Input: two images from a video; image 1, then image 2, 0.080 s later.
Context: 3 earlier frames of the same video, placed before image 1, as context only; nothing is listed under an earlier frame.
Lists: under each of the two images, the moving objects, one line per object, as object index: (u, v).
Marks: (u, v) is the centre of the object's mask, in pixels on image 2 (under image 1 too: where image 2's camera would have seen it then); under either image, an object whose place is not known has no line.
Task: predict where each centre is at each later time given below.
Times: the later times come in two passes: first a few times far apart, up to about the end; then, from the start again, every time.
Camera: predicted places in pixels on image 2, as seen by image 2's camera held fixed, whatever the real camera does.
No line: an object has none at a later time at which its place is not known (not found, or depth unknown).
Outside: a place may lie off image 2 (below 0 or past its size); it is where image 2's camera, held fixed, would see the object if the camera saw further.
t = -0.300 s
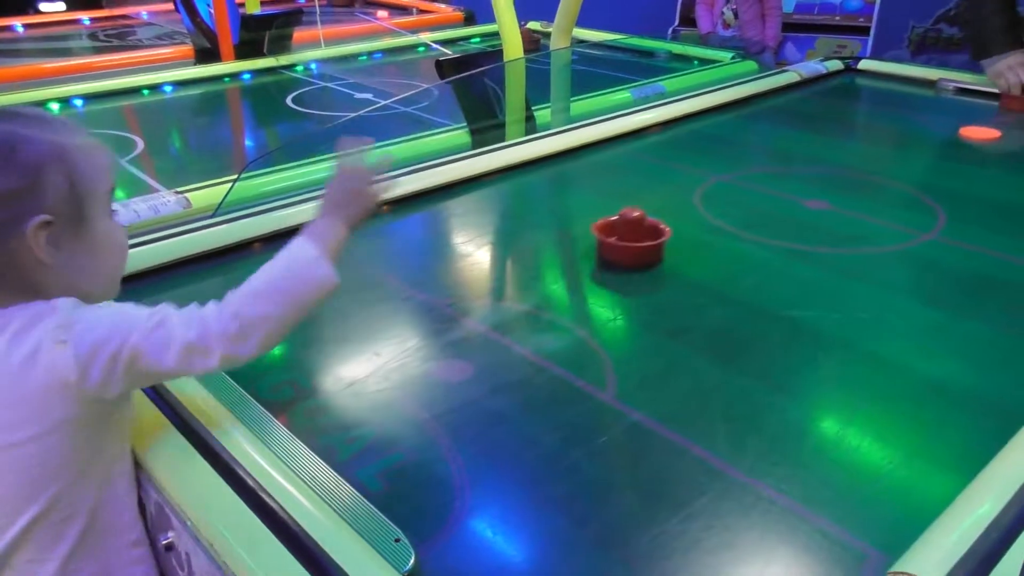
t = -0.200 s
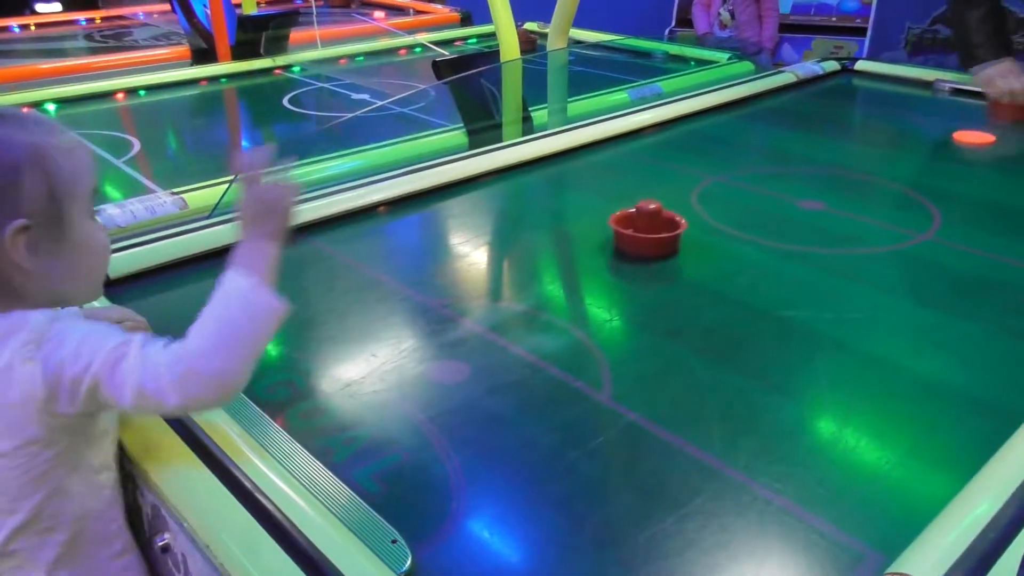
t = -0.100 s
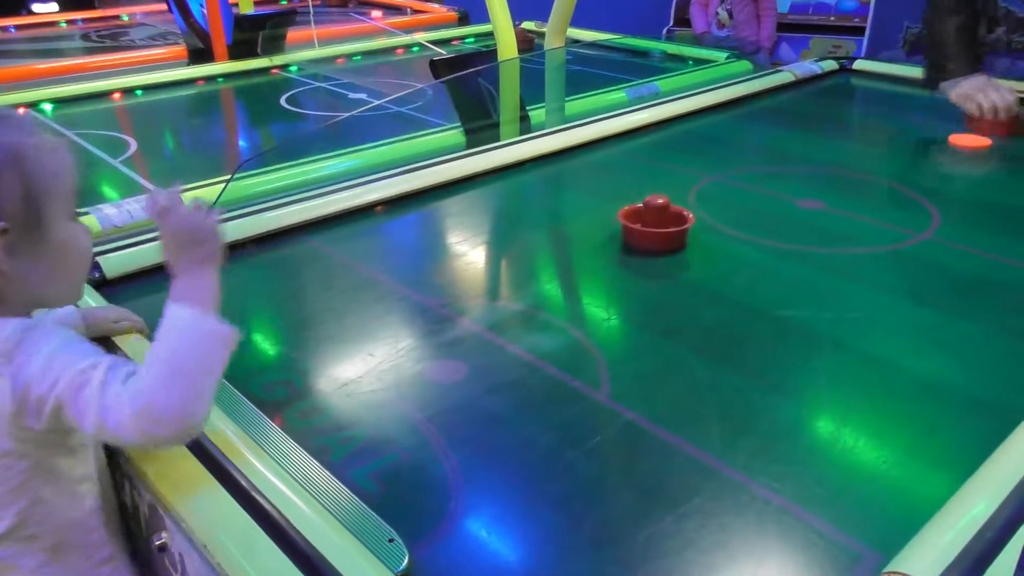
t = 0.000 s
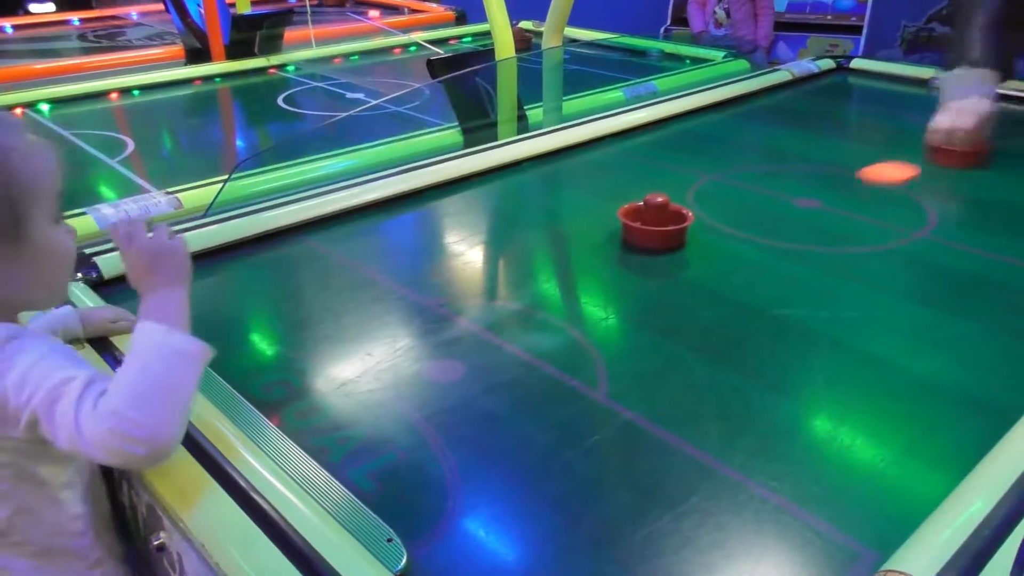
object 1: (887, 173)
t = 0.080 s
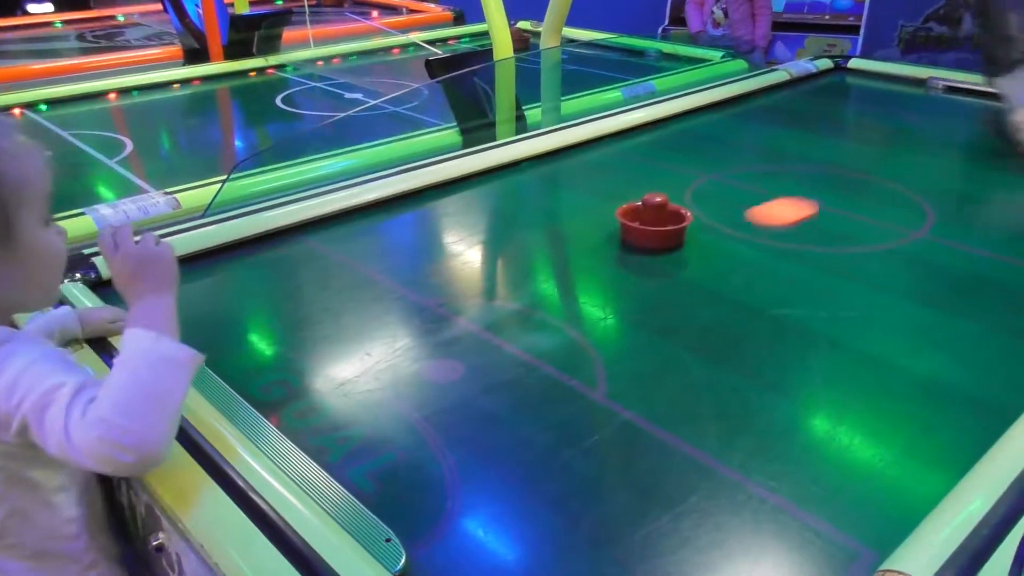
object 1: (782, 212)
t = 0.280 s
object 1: (908, 398)
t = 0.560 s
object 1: (574, 397)
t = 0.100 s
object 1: (751, 224)
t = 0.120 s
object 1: (723, 236)
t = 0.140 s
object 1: (727, 251)
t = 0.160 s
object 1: (747, 268)
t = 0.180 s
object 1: (767, 285)
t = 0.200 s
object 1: (791, 304)
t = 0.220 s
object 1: (816, 323)
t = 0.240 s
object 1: (844, 346)
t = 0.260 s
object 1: (874, 370)
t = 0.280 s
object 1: (908, 398)
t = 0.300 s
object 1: (943, 426)
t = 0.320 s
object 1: (953, 446)
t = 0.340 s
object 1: (930, 447)
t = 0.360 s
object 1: (896, 443)
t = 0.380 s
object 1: (860, 438)
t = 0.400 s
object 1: (825, 433)
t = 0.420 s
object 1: (791, 428)
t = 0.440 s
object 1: (759, 424)
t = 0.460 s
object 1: (727, 419)
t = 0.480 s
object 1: (695, 414)
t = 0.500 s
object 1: (664, 410)
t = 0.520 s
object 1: (633, 405)
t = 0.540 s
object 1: (604, 401)
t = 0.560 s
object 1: (574, 397)
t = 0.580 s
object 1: (546, 392)
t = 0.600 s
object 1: (518, 388)
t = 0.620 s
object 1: (492, 384)
